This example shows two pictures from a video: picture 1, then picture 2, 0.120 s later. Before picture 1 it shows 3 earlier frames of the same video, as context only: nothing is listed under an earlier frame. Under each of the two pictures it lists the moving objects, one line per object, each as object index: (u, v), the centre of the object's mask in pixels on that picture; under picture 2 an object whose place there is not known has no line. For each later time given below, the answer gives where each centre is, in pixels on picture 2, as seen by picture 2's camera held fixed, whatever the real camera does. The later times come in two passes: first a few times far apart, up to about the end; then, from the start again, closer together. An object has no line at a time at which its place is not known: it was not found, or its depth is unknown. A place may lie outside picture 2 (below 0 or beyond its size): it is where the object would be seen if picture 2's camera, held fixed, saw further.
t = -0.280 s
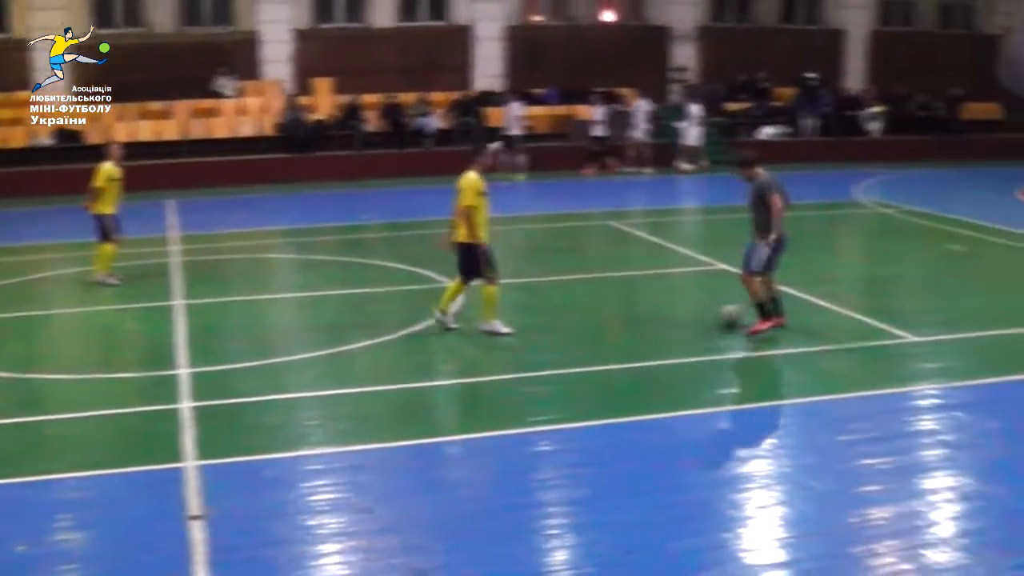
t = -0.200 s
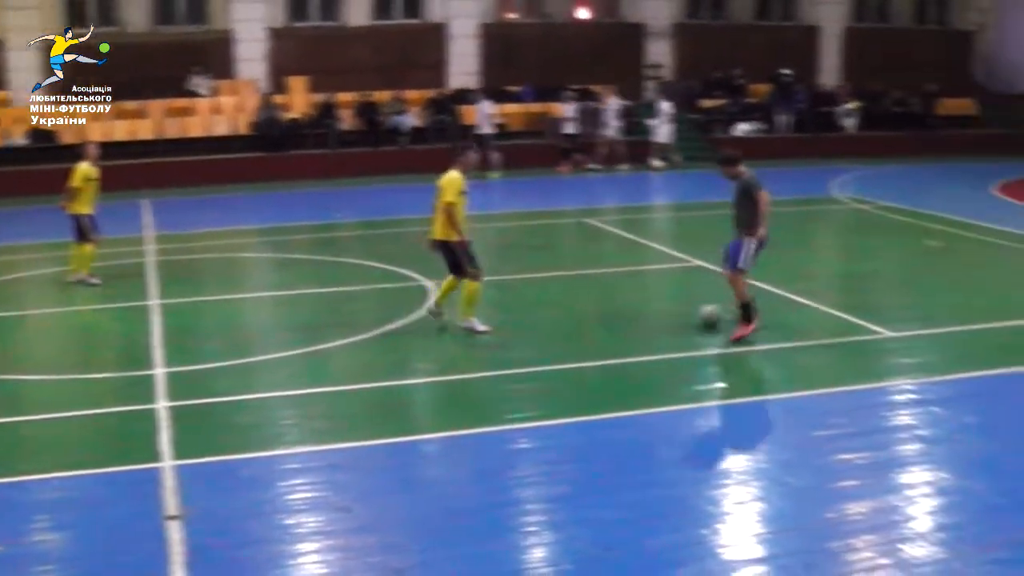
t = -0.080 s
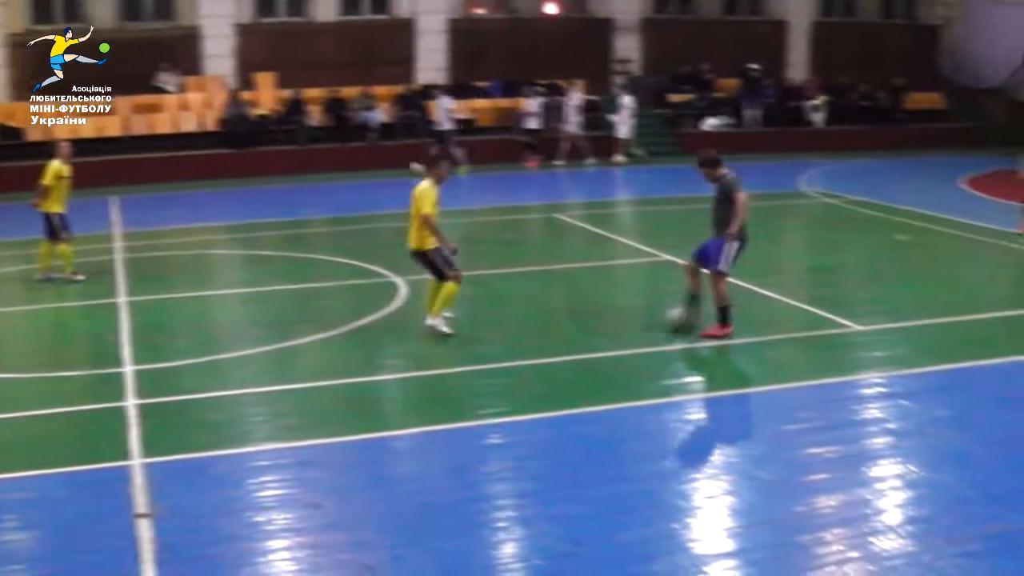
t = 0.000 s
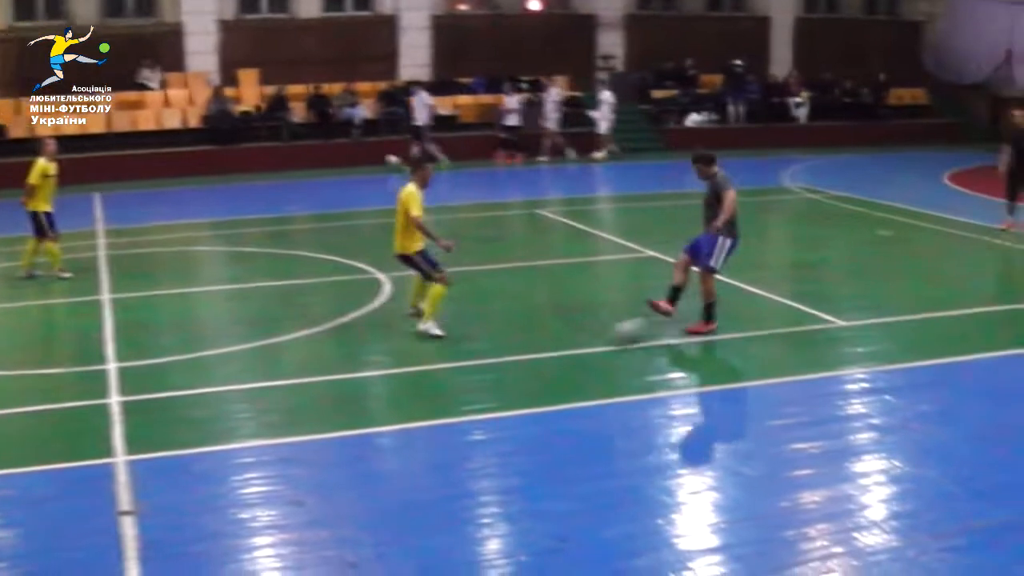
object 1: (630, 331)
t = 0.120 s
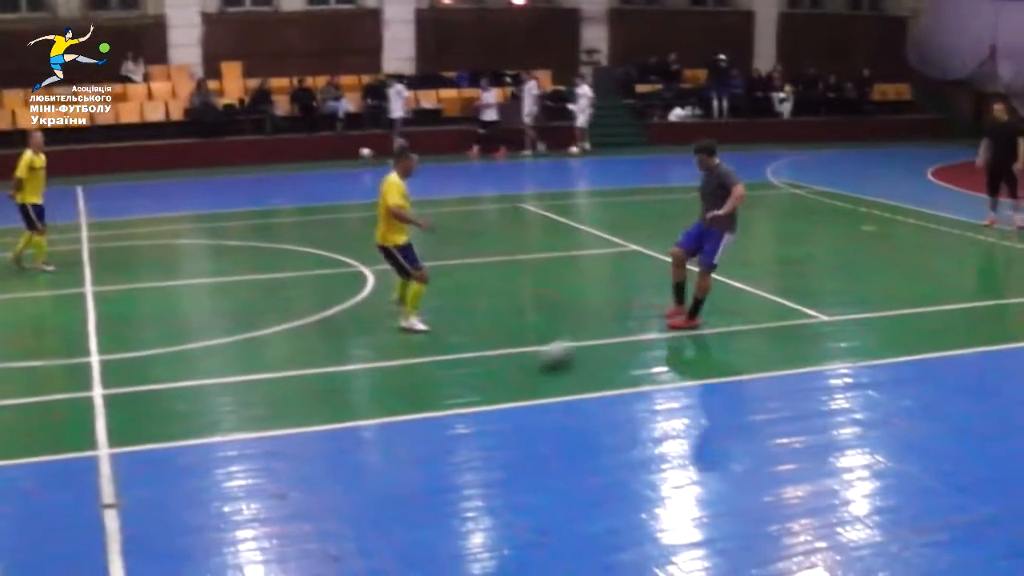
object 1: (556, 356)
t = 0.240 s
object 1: (493, 388)
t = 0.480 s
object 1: (352, 462)
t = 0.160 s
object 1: (534, 365)
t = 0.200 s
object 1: (513, 374)
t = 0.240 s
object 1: (493, 388)
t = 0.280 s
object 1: (469, 397)
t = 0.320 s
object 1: (448, 409)
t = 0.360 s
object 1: (426, 423)
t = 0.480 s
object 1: (352, 462)
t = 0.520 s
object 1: (328, 474)
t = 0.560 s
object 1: (301, 489)
